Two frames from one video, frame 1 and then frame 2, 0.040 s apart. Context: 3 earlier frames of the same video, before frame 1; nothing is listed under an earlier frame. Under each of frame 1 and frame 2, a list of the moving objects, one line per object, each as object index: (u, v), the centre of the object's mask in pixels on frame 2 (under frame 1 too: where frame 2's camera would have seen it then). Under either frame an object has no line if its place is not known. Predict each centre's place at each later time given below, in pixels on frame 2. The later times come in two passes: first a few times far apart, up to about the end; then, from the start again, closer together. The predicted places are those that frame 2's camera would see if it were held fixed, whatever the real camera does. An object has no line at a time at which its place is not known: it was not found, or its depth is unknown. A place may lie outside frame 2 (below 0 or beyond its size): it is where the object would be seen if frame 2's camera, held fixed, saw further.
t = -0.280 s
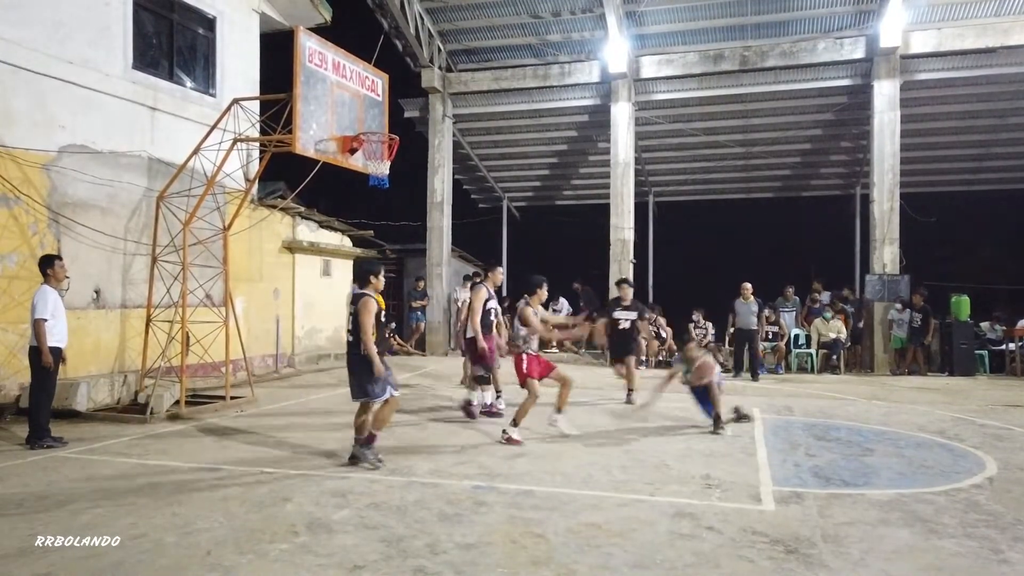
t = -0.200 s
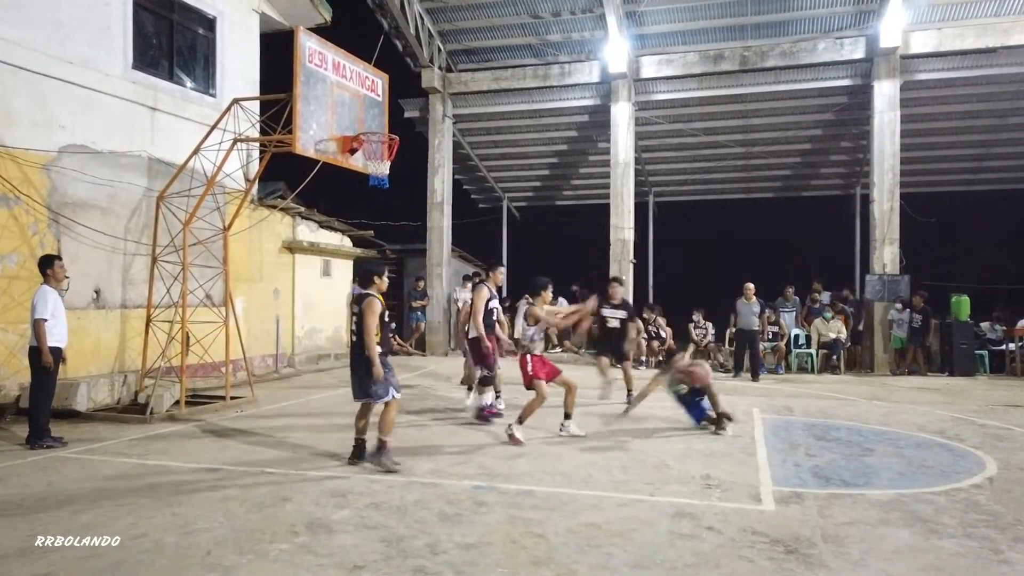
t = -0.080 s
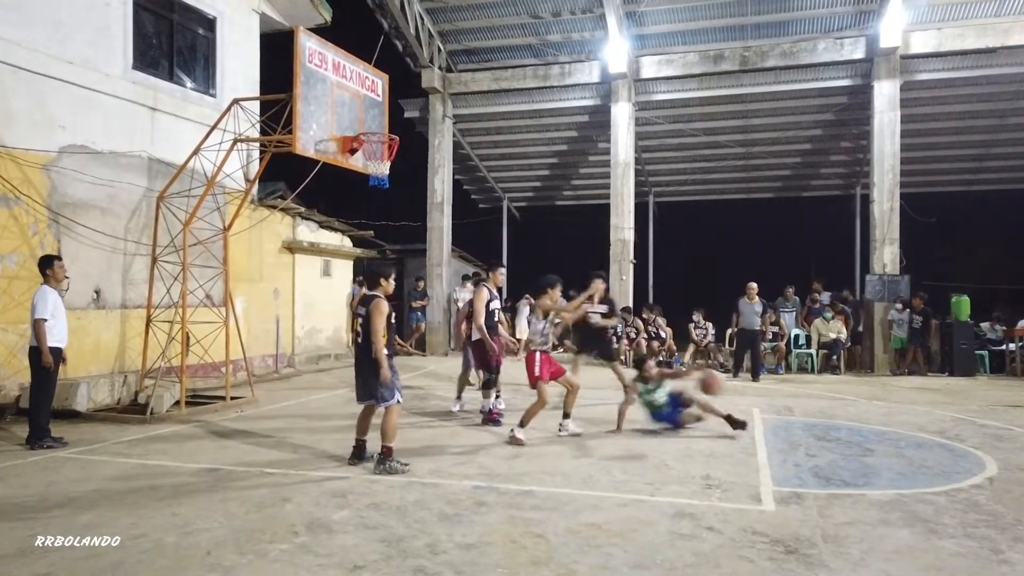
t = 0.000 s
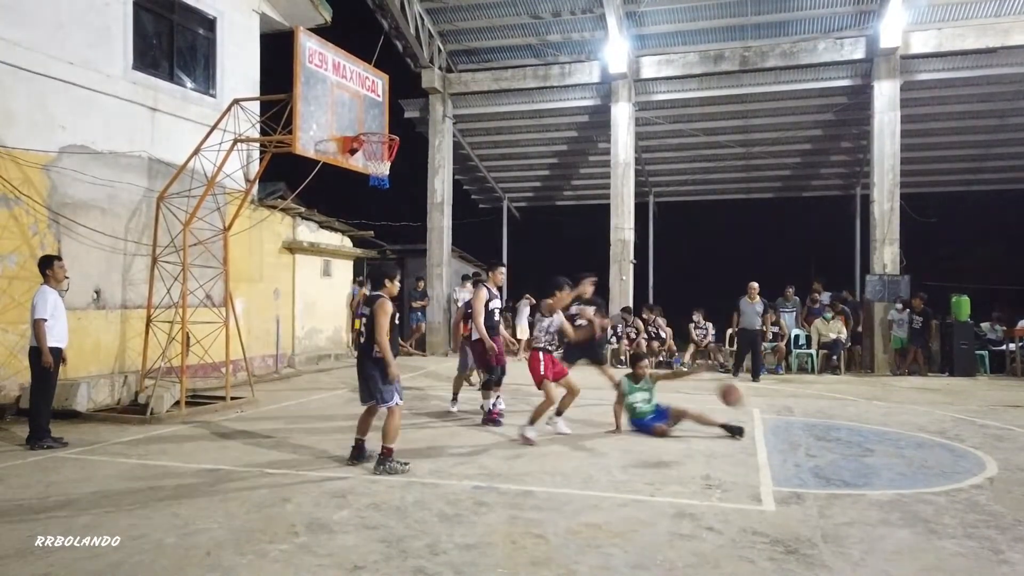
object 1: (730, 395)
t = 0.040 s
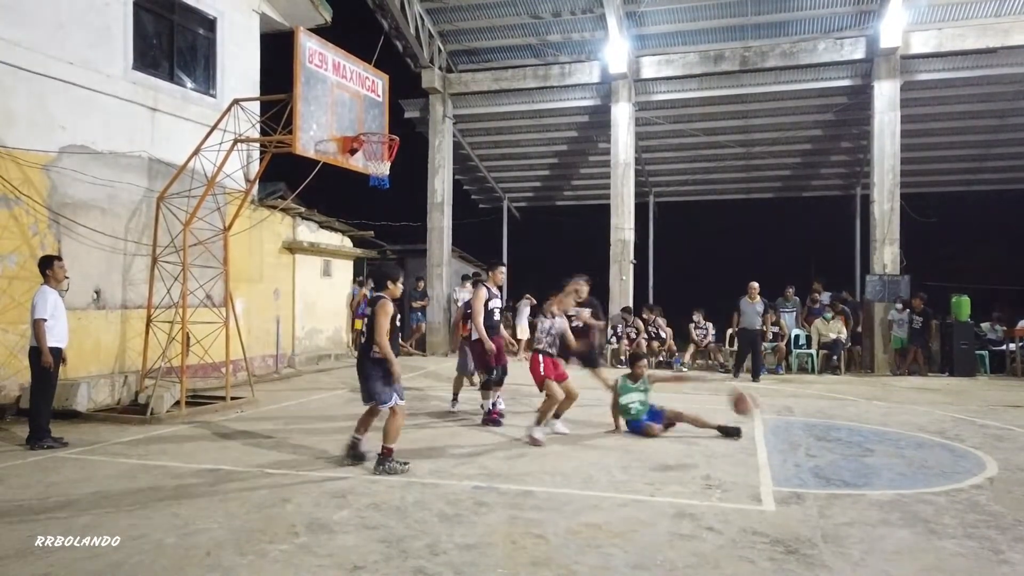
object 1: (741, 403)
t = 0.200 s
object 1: (795, 456)
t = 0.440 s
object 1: (869, 433)
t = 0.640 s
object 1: (943, 472)
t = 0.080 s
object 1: (755, 413)
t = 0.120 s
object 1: (767, 424)
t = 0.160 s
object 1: (783, 441)
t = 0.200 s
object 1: (795, 456)
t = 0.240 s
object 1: (807, 449)
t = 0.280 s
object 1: (819, 441)
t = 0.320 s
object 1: (830, 437)
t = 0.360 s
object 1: (843, 434)
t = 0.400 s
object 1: (855, 433)
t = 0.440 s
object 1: (869, 433)
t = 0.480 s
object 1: (884, 436)
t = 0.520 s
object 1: (898, 443)
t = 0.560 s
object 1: (910, 451)
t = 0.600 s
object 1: (927, 460)
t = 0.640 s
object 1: (943, 472)
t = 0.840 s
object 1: (1015, 480)
